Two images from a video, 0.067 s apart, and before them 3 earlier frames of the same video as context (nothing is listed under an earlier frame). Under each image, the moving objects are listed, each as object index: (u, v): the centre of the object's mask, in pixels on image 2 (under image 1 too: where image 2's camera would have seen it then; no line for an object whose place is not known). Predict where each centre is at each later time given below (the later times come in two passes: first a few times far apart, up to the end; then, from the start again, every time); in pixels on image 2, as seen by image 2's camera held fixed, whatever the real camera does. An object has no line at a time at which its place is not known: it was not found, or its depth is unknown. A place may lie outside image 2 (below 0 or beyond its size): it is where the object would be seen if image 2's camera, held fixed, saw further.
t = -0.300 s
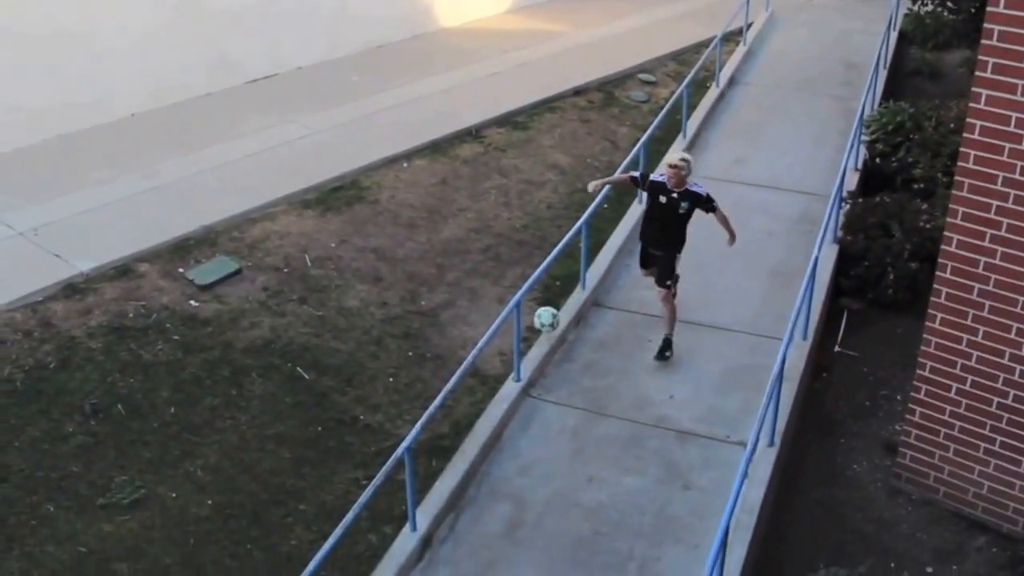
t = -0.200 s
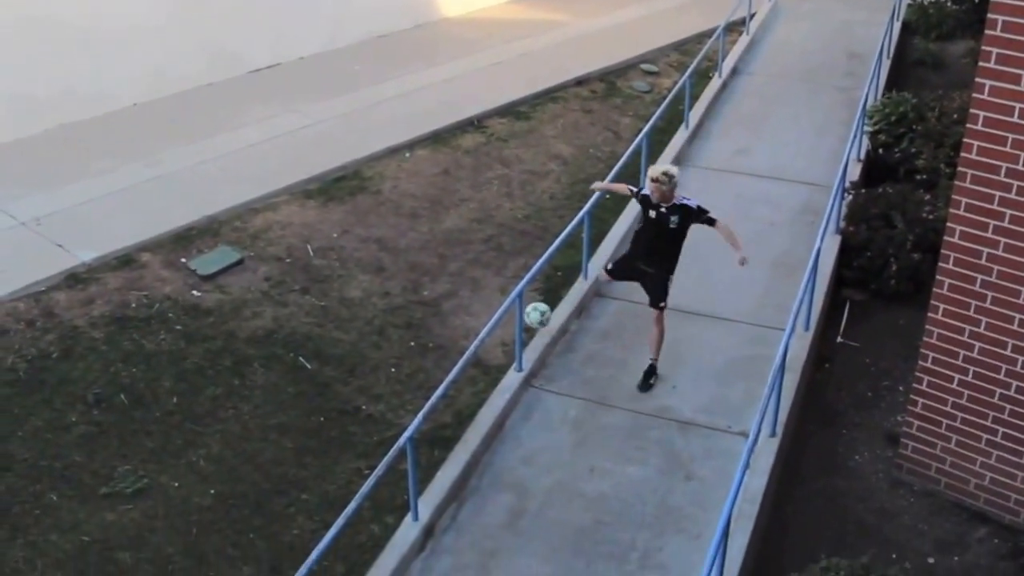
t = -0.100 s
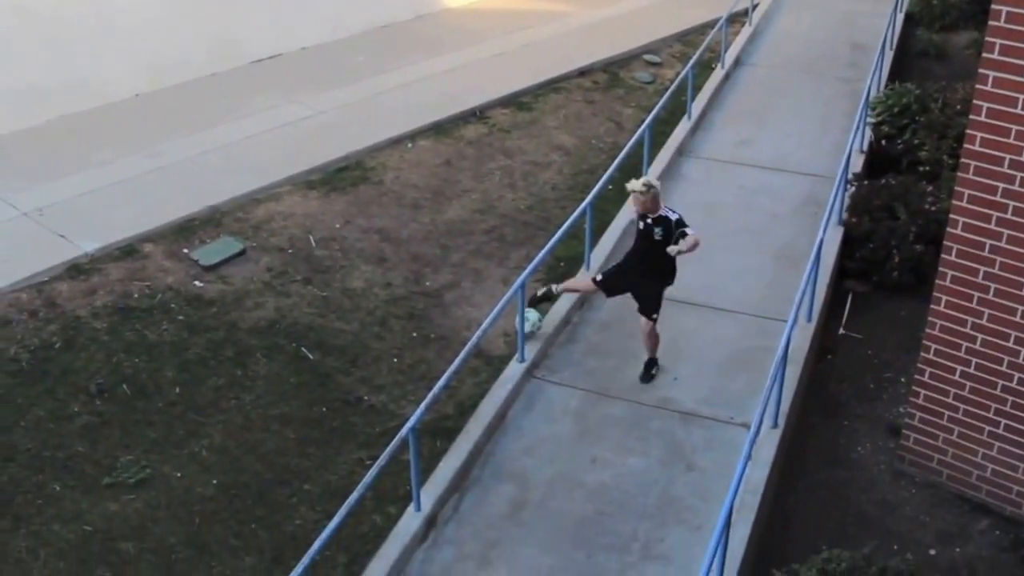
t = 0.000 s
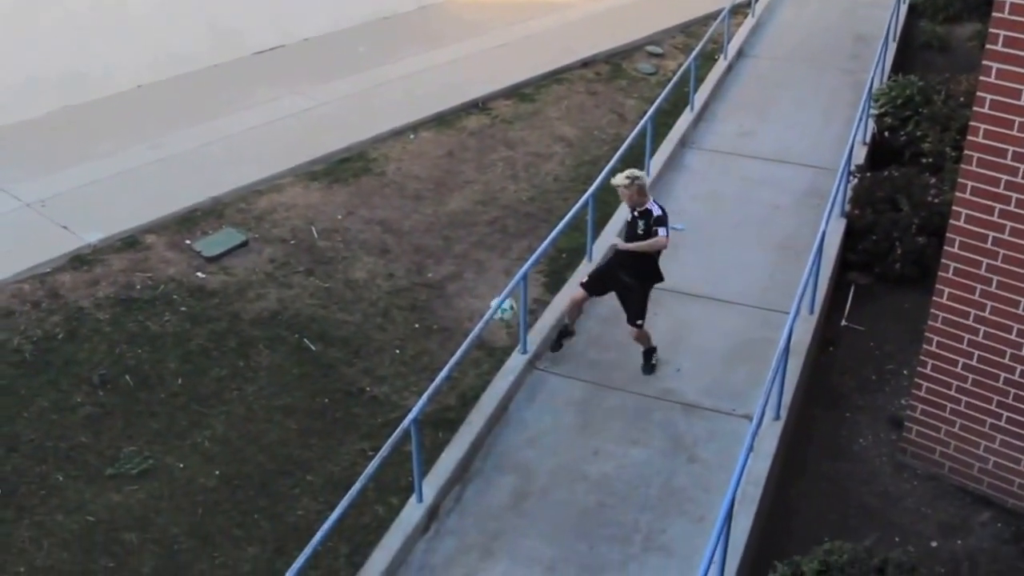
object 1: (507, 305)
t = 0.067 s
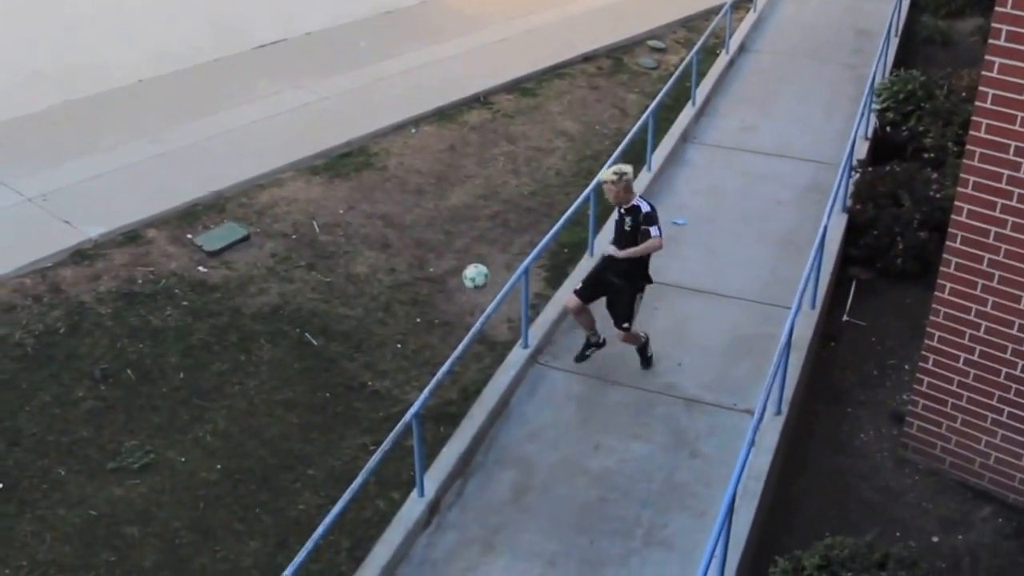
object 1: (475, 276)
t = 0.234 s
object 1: (412, 232)
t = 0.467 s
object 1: (381, 184)
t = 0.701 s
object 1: (373, 177)
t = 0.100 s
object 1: (462, 264)
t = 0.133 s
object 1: (449, 254)
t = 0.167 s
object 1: (436, 245)
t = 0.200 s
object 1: (424, 238)
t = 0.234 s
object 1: (412, 232)
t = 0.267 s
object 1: (400, 227)
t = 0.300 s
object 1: (390, 224)
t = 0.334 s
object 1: (387, 213)
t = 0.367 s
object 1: (386, 205)
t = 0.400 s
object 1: (384, 197)
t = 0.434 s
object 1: (383, 190)
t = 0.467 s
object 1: (381, 184)
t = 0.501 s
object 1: (379, 180)
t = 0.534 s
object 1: (378, 177)
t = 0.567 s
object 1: (377, 174)
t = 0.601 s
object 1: (376, 173)
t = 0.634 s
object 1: (375, 173)
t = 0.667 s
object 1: (374, 175)
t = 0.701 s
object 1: (373, 177)
